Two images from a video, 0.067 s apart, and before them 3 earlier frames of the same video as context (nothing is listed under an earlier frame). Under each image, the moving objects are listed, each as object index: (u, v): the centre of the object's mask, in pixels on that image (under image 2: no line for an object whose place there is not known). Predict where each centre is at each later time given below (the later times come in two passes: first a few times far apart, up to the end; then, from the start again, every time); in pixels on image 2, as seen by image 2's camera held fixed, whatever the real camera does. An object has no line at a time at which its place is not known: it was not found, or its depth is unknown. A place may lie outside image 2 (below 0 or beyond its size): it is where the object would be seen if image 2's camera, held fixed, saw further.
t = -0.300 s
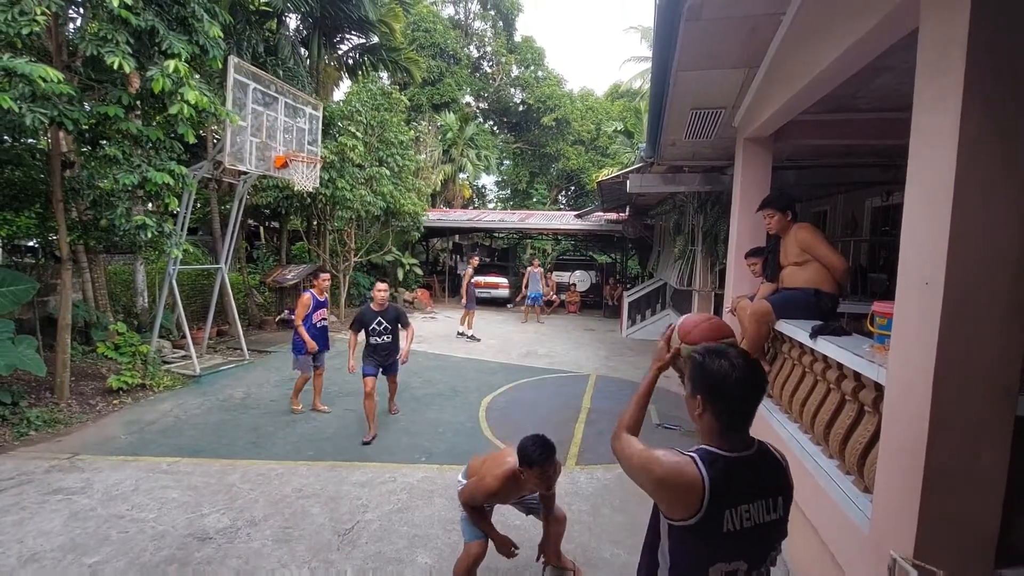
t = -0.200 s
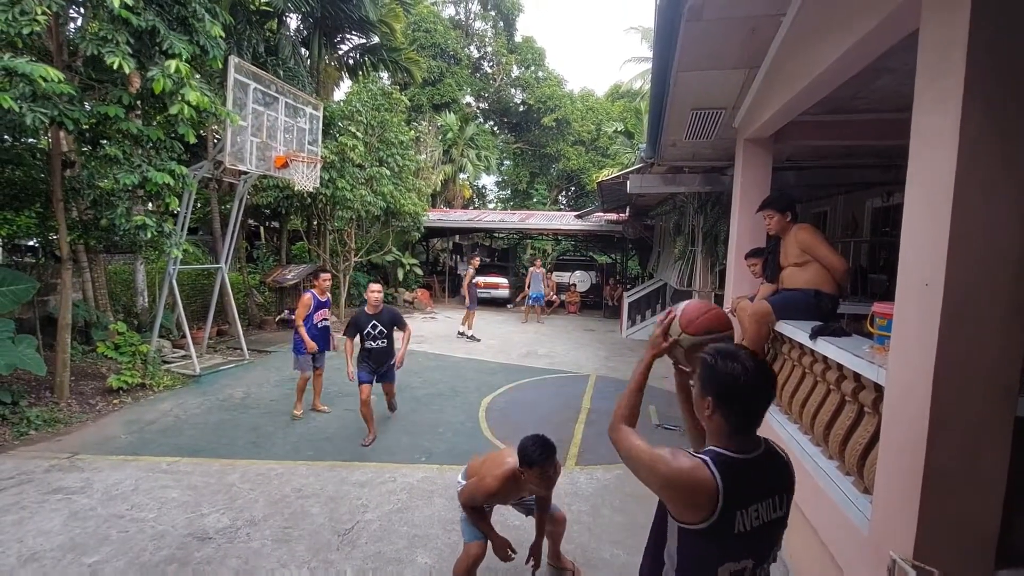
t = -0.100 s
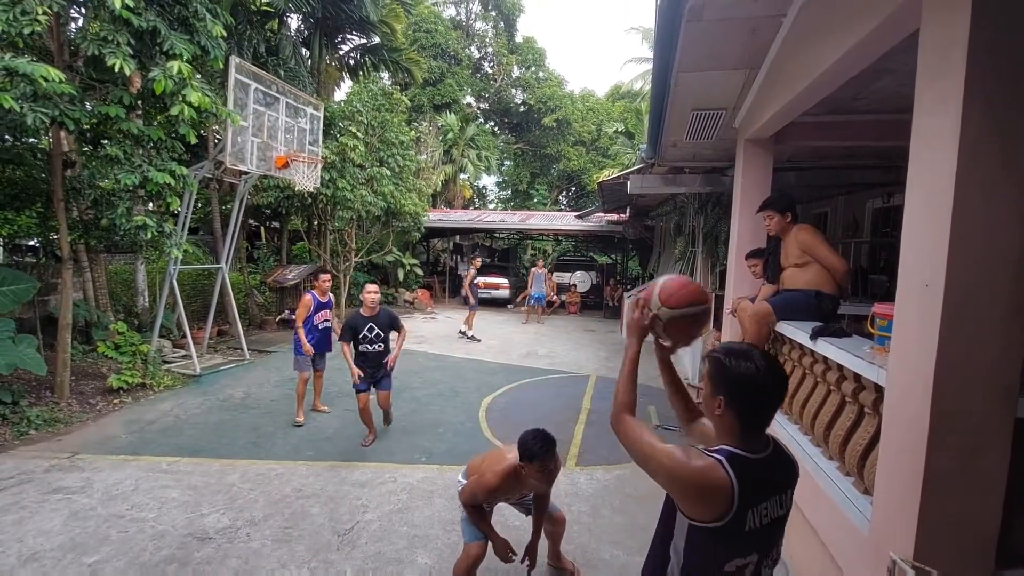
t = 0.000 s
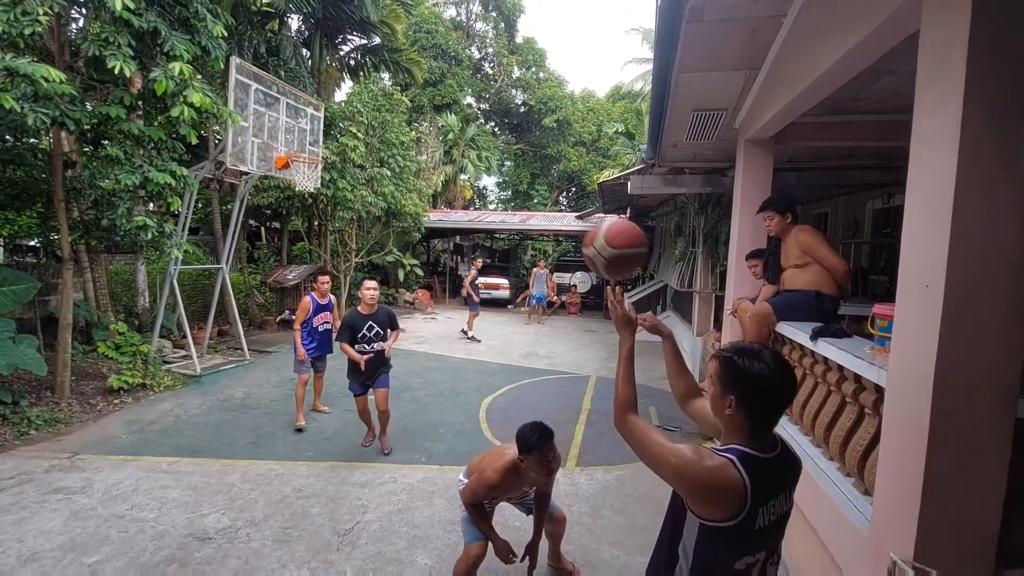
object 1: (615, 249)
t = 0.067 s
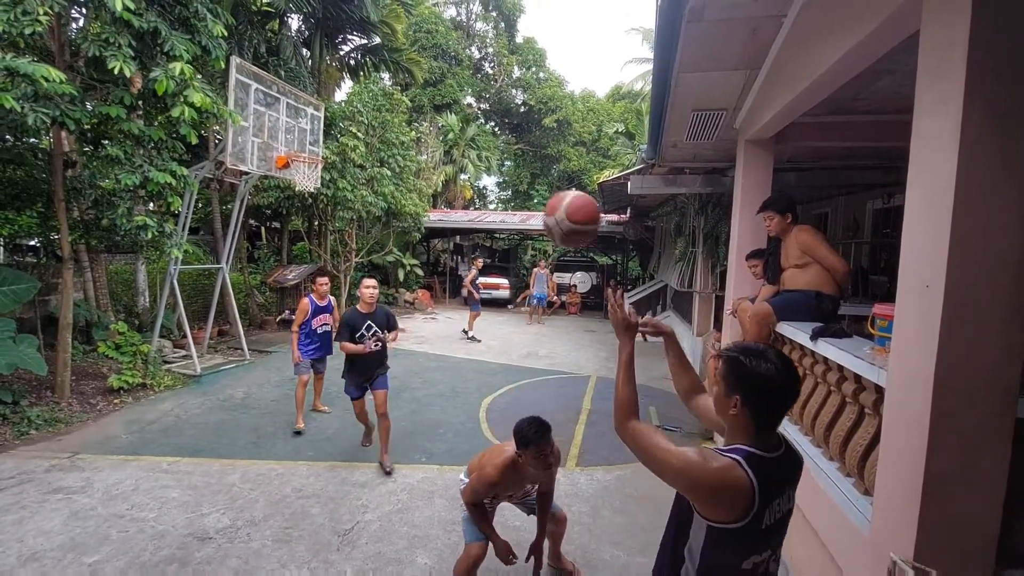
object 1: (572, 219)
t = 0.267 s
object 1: (472, 203)
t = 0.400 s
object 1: (423, 234)
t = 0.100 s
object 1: (552, 210)
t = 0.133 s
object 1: (534, 203)
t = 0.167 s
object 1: (517, 200)
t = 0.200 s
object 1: (502, 199)
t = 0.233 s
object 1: (486, 200)
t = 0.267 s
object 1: (472, 203)
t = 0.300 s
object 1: (459, 208)
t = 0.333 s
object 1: (447, 216)
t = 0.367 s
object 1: (434, 223)
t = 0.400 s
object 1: (423, 234)
